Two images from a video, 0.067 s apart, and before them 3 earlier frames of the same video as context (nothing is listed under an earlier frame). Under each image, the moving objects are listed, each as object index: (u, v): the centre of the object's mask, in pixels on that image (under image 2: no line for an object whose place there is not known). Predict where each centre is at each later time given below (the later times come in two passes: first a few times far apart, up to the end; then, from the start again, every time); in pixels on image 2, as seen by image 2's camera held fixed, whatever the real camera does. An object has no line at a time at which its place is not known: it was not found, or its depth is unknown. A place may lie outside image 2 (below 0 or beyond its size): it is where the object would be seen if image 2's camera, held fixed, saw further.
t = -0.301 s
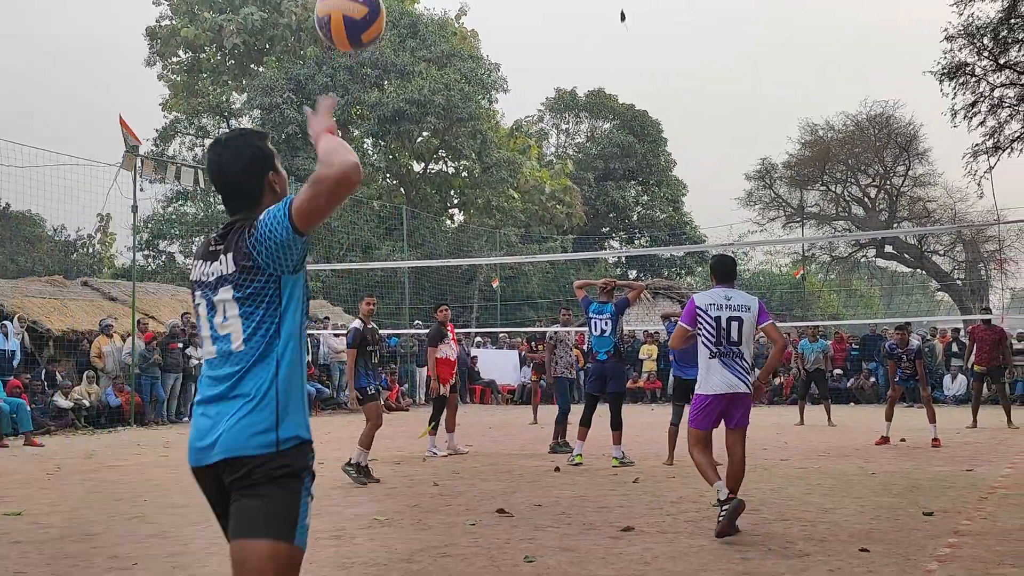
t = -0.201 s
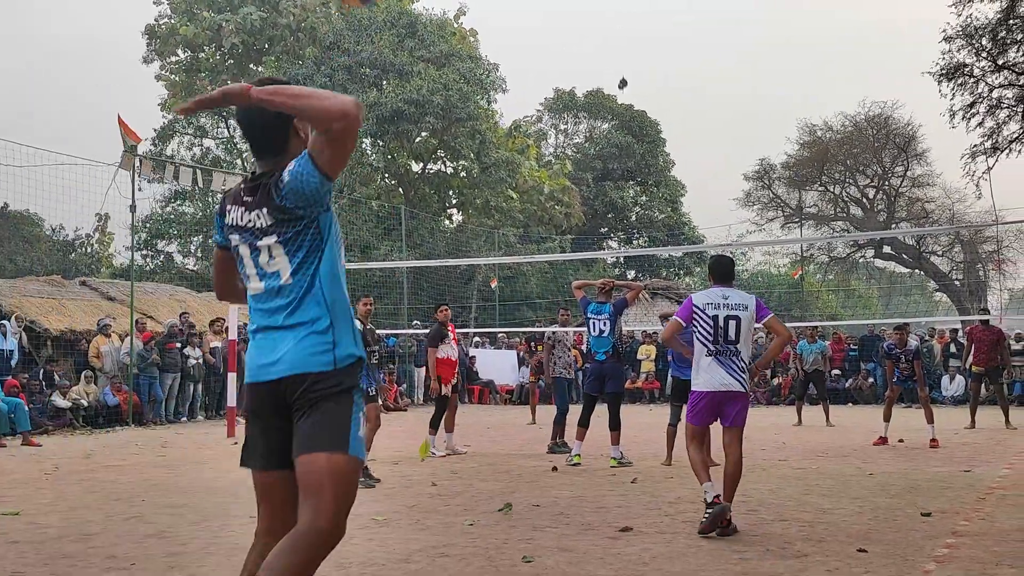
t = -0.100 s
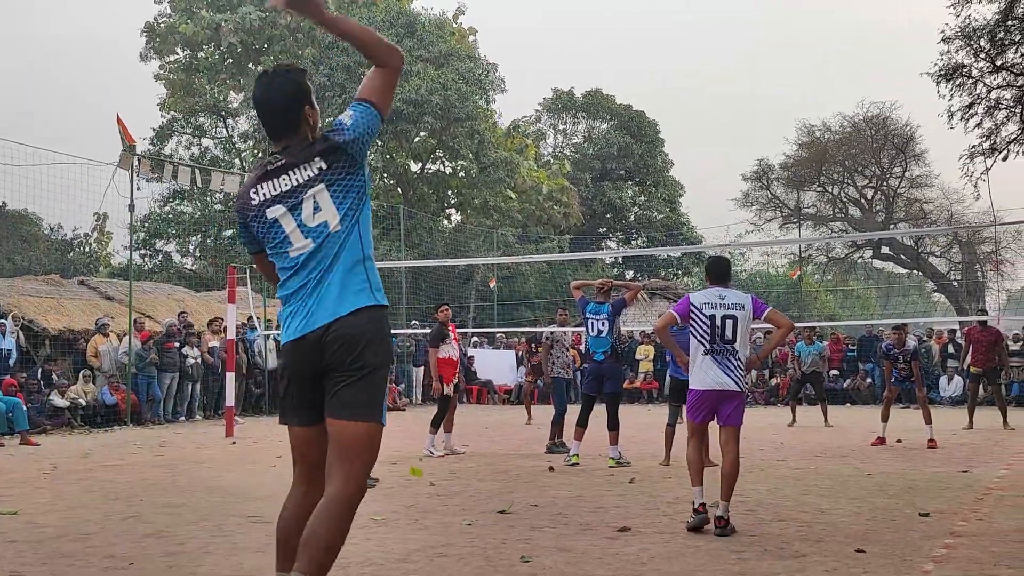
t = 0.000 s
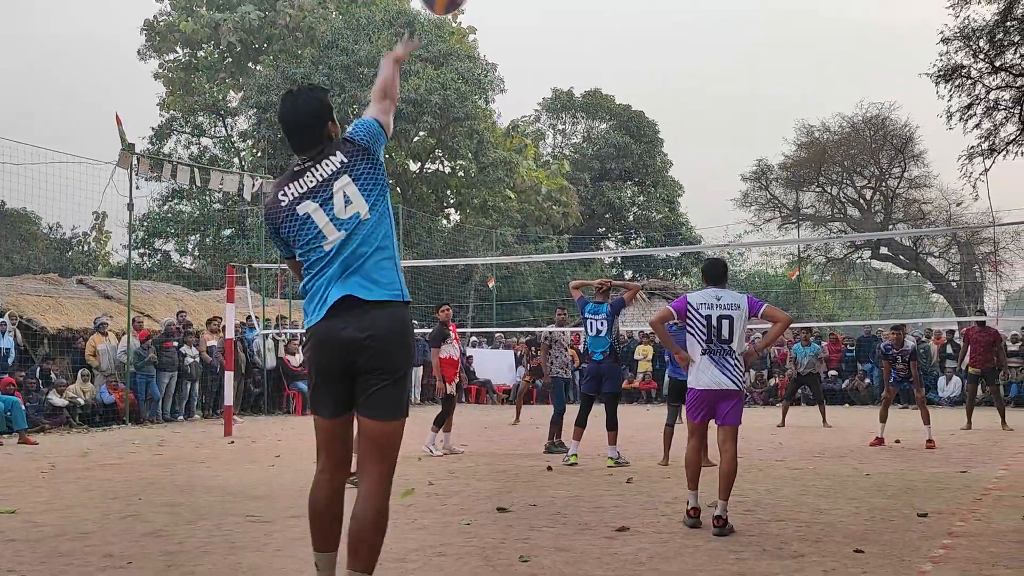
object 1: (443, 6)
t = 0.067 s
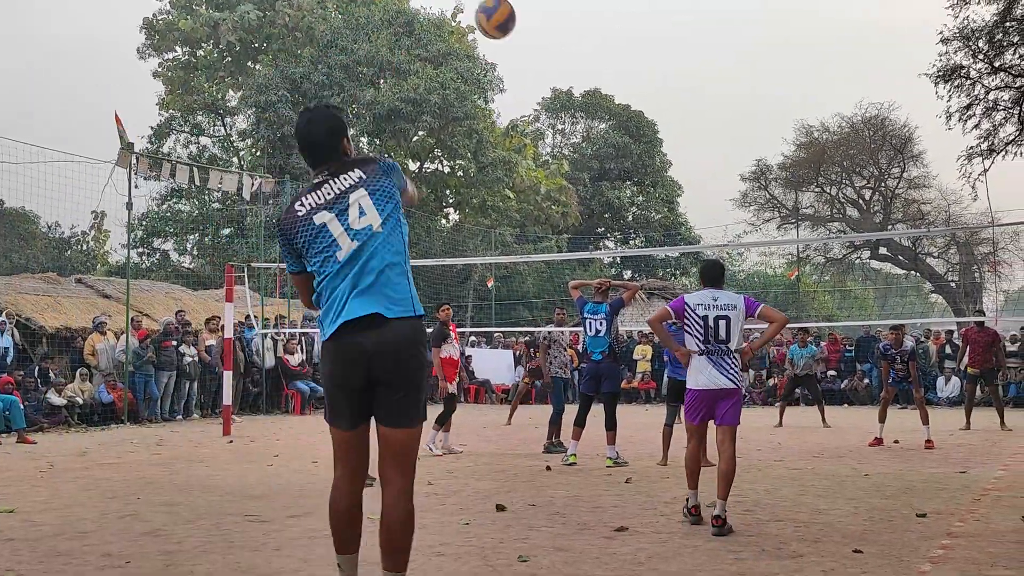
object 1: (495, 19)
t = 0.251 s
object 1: (566, 97)
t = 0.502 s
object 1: (597, 199)
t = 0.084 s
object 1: (505, 25)
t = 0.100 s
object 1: (514, 32)
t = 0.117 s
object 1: (523, 40)
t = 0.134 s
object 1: (530, 47)
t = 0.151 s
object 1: (537, 54)
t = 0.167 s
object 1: (543, 62)
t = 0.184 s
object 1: (548, 69)
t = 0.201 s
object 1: (553, 76)
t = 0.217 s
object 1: (558, 84)
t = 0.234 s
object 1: (562, 90)
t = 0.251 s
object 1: (566, 97)
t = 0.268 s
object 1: (569, 105)
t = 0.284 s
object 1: (572, 113)
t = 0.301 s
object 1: (576, 120)
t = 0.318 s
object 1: (579, 127)
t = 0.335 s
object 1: (581, 135)
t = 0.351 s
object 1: (583, 141)
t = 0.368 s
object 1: (584, 148)
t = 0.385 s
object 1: (587, 154)
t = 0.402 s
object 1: (589, 160)
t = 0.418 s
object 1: (591, 168)
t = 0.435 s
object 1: (592, 174)
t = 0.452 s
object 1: (593, 180)
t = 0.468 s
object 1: (595, 187)
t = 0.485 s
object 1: (595, 193)
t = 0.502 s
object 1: (597, 199)
